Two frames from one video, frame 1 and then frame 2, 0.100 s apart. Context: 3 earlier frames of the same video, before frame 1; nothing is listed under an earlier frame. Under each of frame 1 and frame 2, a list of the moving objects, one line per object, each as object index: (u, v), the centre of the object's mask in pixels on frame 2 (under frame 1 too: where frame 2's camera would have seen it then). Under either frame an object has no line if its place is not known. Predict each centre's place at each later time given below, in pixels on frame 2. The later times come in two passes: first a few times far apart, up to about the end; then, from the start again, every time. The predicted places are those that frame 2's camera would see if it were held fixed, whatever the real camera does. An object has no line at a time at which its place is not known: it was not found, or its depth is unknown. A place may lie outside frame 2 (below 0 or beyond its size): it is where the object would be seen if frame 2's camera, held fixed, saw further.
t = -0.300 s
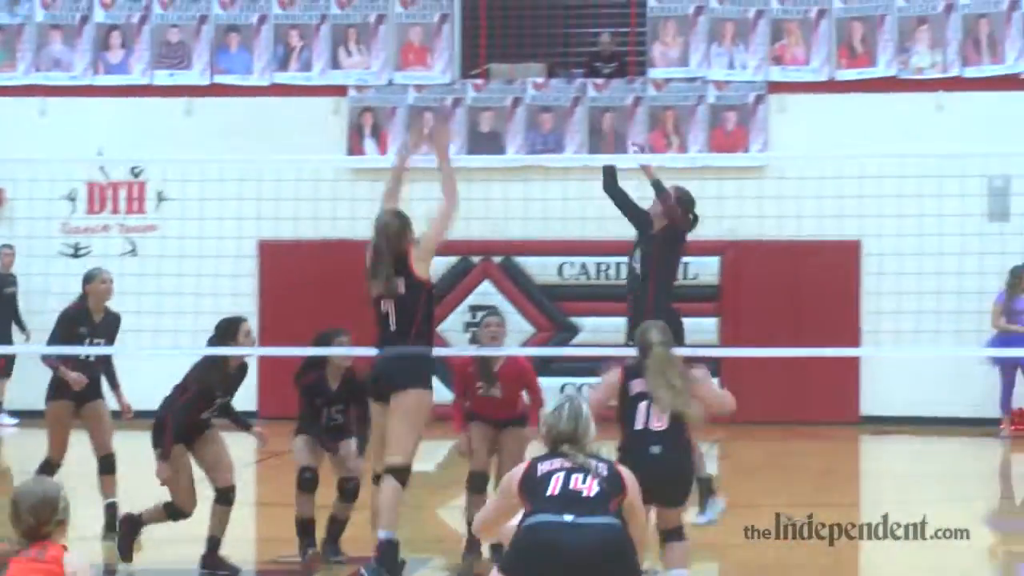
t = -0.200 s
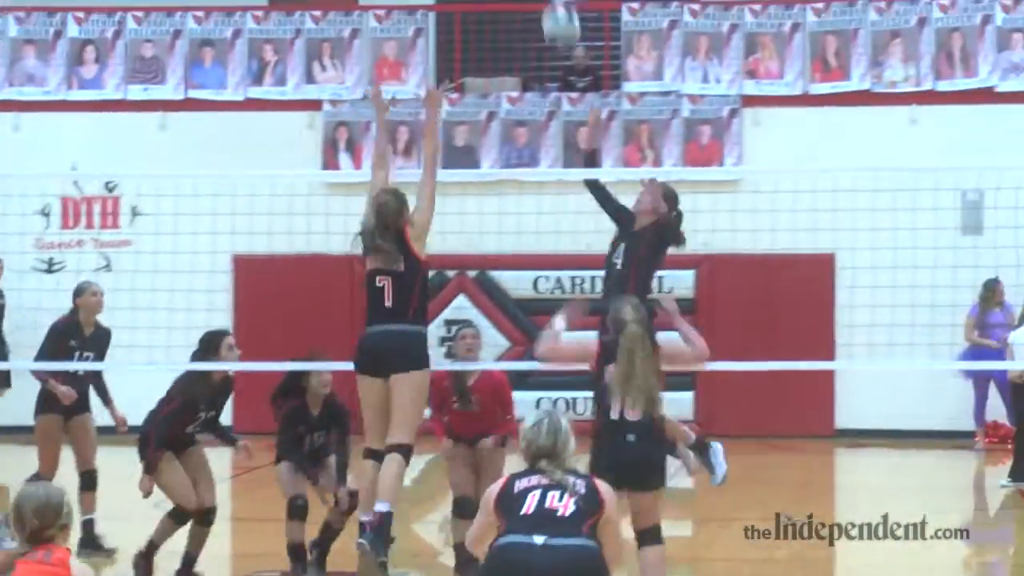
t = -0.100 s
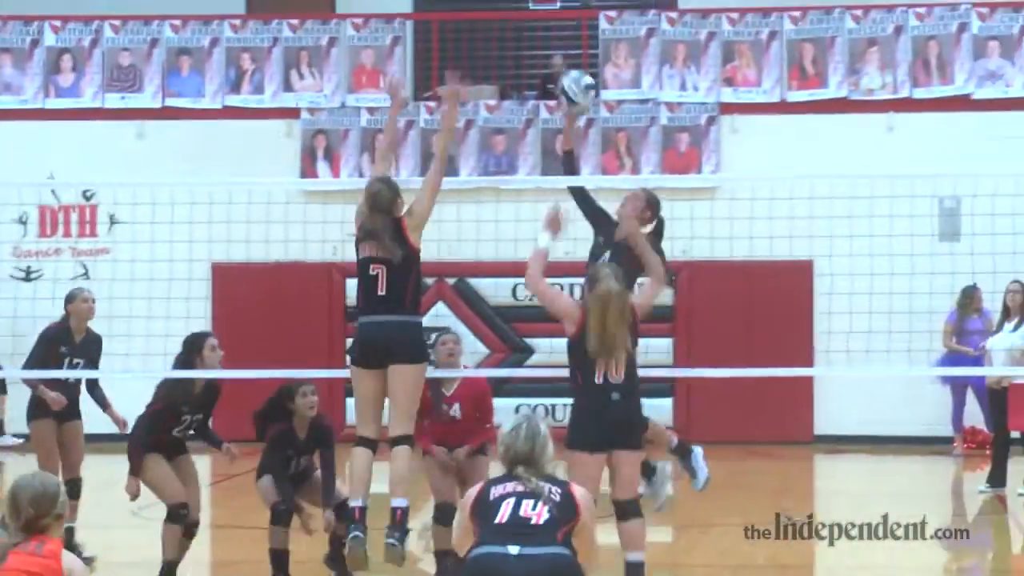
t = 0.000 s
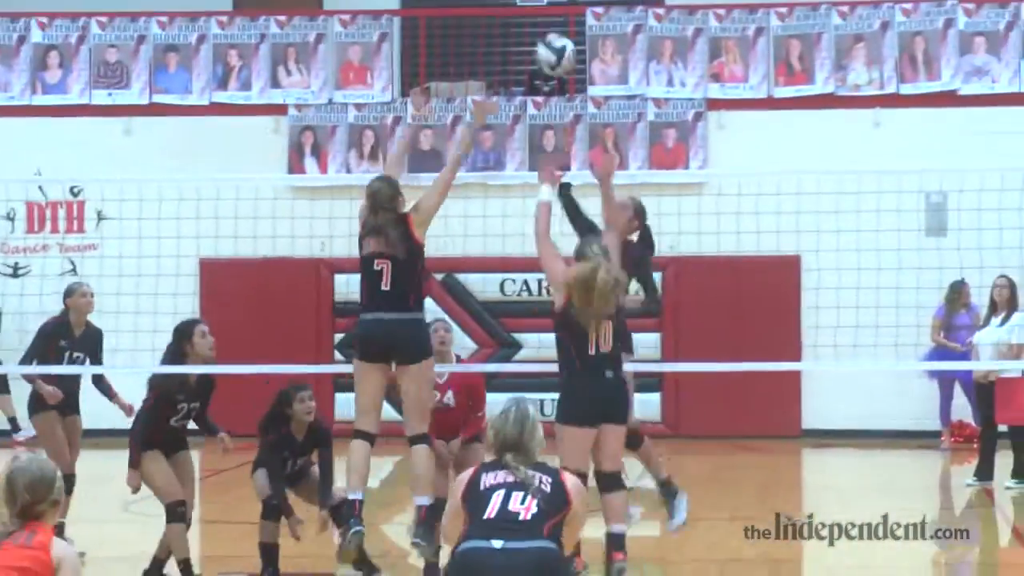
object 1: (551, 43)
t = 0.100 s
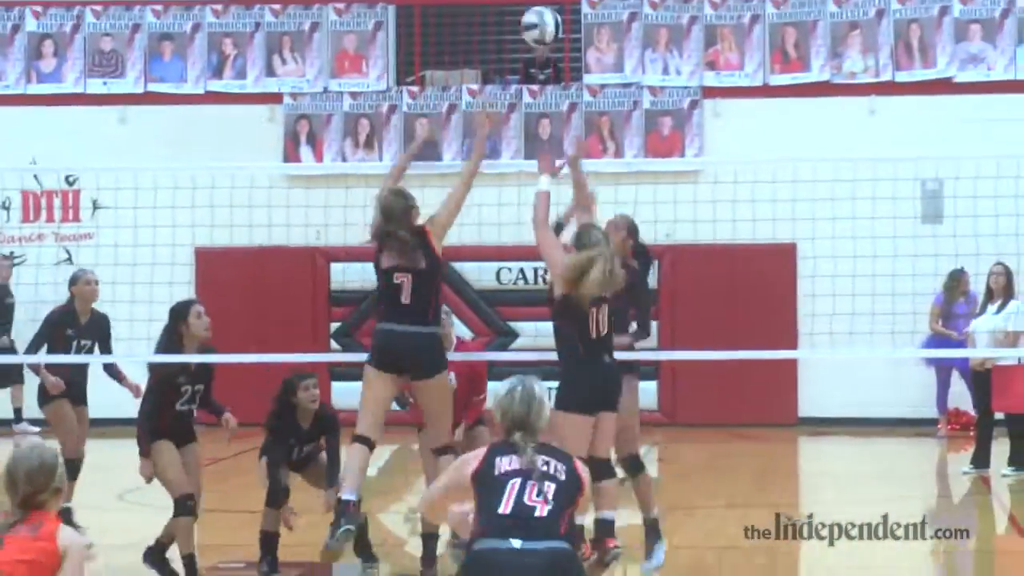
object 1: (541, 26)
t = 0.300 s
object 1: (522, 51)
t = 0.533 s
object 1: (500, 192)
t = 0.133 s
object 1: (537, 26)
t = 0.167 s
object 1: (535, 26)
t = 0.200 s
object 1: (531, 30)
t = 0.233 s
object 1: (528, 34)
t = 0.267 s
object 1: (525, 42)
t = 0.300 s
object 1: (522, 51)
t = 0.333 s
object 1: (518, 64)
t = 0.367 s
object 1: (515, 78)
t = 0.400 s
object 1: (512, 93)
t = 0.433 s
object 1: (510, 113)
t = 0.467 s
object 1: (507, 137)
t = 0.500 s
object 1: (502, 163)
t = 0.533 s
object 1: (500, 192)
